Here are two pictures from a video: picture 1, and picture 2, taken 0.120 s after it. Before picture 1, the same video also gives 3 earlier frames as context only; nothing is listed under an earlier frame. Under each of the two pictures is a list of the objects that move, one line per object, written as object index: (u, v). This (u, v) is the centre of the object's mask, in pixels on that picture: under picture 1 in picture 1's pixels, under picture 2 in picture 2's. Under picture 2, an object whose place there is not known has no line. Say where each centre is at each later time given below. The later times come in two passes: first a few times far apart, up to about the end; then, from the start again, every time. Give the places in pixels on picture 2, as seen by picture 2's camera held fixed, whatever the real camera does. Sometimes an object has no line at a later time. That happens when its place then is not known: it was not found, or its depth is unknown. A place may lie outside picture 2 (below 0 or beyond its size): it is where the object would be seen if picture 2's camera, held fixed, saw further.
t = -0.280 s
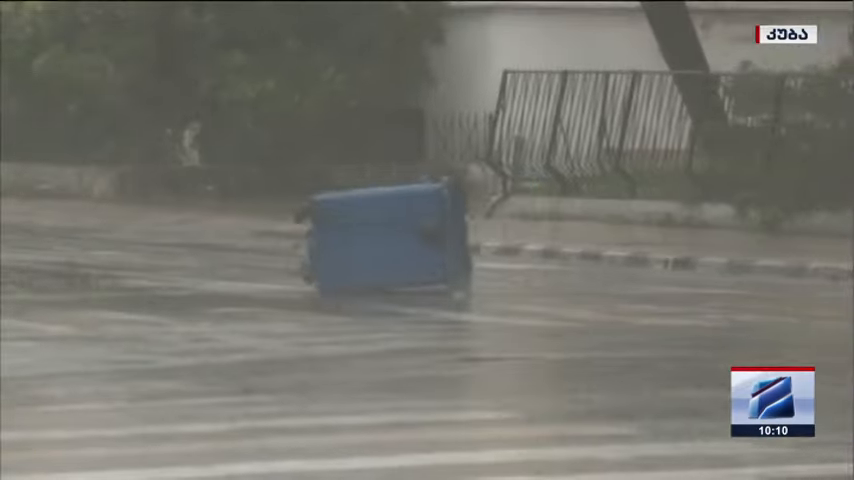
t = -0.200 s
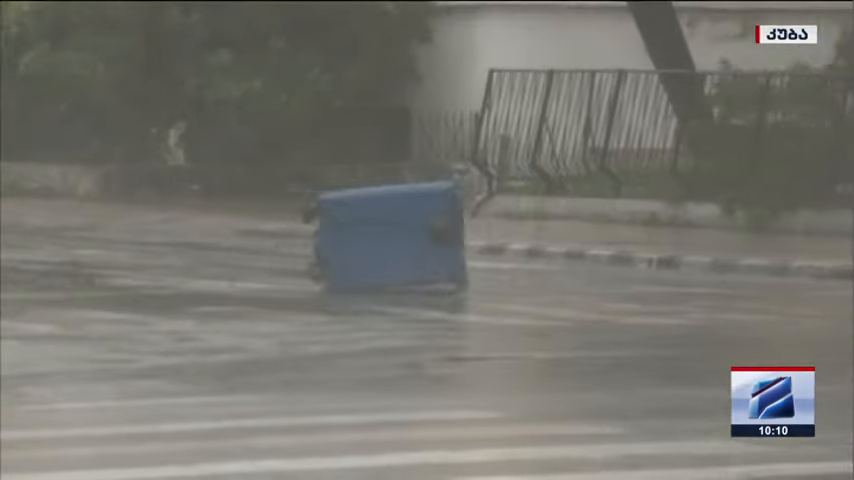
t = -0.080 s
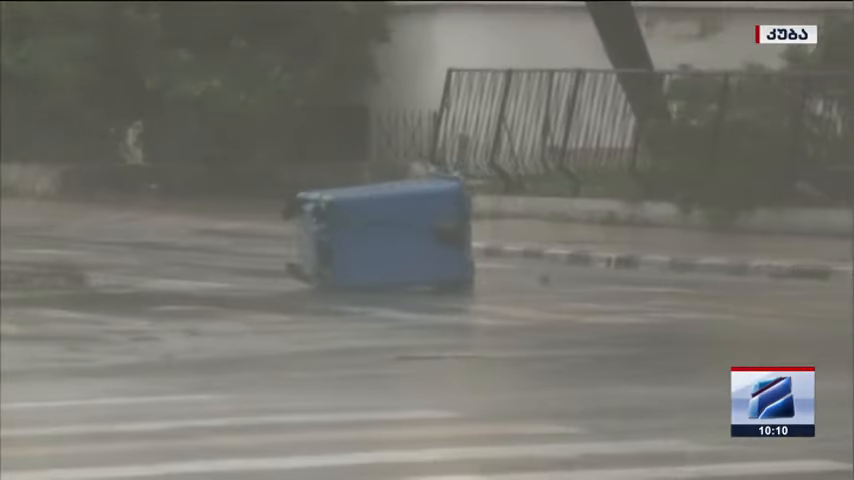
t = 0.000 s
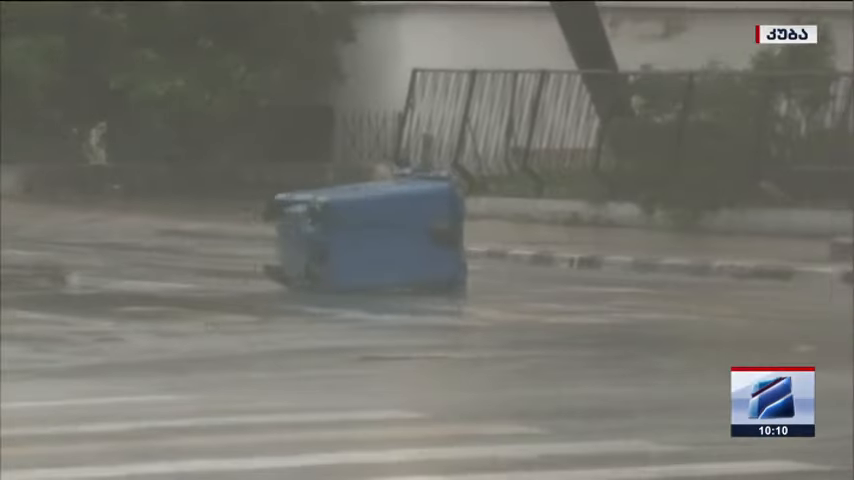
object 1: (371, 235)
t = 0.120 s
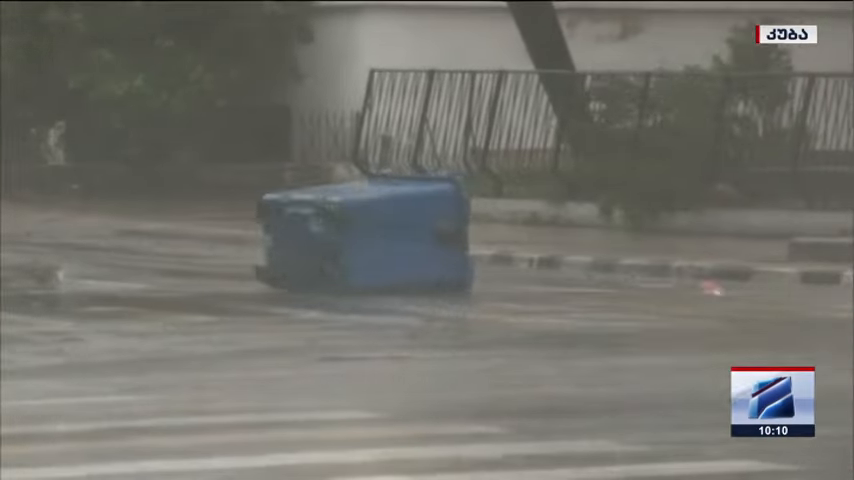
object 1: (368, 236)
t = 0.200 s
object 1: (390, 235)
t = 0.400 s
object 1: (446, 235)
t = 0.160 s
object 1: (380, 235)
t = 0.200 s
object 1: (390, 235)
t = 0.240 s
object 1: (400, 235)
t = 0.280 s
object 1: (412, 235)
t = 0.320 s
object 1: (425, 235)
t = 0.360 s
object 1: (437, 235)
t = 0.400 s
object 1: (446, 235)
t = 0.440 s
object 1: (454, 234)
